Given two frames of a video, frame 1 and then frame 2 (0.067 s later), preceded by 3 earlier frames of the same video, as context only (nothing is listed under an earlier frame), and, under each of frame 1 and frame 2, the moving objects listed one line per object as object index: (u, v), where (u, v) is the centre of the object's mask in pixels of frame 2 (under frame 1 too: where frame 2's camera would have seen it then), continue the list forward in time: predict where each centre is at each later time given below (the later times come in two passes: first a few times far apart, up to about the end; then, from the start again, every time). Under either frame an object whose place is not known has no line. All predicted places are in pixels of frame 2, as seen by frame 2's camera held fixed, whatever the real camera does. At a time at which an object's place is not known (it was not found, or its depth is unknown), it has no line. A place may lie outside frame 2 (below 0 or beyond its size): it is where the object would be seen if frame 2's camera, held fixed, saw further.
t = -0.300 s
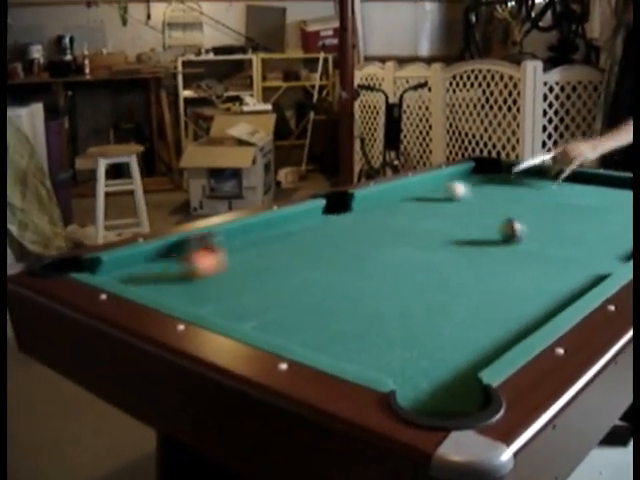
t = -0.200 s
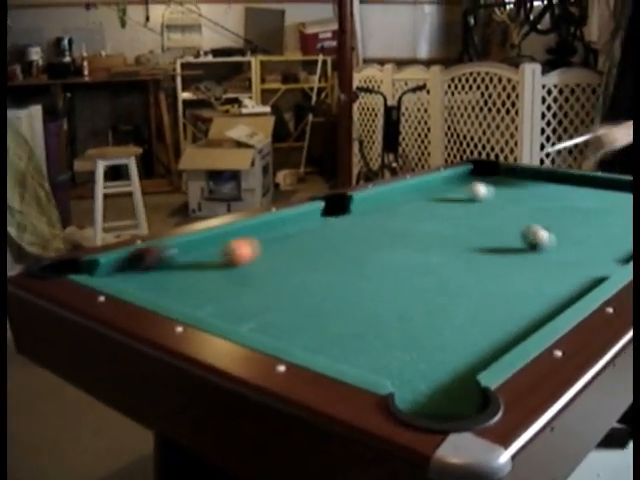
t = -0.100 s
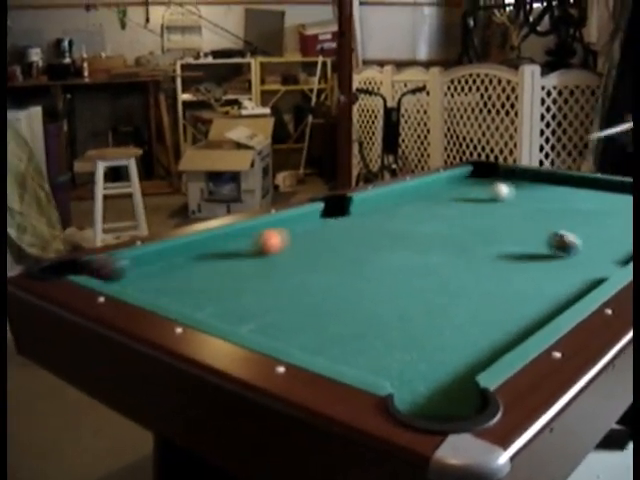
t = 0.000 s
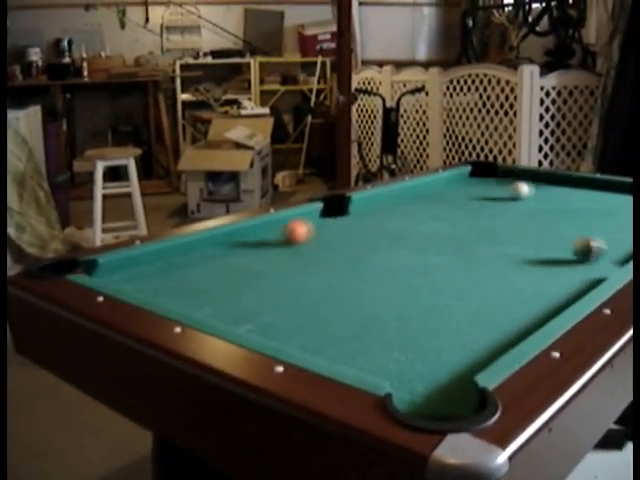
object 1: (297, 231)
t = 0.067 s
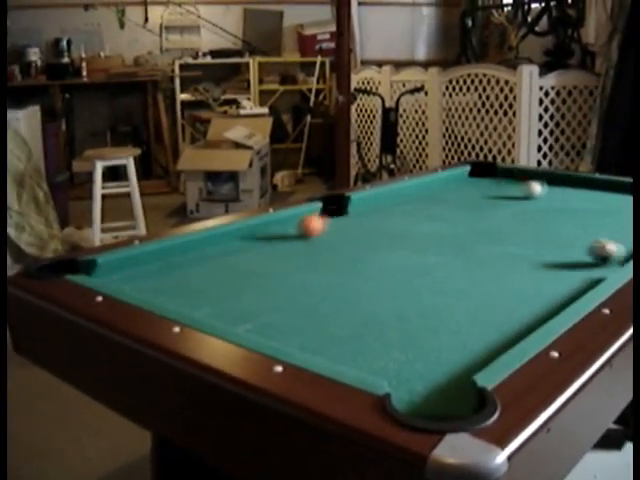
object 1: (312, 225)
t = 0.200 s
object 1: (341, 215)
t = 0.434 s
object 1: (385, 199)
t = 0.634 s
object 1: (414, 189)
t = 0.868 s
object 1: (449, 179)
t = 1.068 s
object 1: (478, 173)
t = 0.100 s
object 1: (320, 223)
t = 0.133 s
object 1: (327, 220)
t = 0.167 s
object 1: (335, 217)
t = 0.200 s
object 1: (341, 215)
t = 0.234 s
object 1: (348, 212)
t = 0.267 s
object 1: (355, 210)
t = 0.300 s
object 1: (362, 207)
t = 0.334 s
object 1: (368, 205)
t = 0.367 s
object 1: (374, 203)
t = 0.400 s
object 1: (379, 201)
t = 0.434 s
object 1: (385, 199)
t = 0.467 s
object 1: (391, 197)
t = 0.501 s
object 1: (395, 196)
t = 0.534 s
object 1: (400, 194)
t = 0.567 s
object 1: (405, 192)
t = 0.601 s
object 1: (409, 190)
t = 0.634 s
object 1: (414, 189)
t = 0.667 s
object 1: (418, 186)
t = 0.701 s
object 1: (423, 185)
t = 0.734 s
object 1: (427, 184)
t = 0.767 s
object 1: (433, 182)
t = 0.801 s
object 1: (438, 181)
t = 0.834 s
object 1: (444, 180)
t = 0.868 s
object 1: (449, 179)
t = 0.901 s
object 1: (455, 178)
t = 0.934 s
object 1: (459, 177)
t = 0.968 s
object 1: (464, 176)
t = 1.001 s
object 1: (468, 175)
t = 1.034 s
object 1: (474, 174)
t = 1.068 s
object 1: (478, 173)
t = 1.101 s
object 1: (482, 172)
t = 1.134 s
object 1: (486, 171)
